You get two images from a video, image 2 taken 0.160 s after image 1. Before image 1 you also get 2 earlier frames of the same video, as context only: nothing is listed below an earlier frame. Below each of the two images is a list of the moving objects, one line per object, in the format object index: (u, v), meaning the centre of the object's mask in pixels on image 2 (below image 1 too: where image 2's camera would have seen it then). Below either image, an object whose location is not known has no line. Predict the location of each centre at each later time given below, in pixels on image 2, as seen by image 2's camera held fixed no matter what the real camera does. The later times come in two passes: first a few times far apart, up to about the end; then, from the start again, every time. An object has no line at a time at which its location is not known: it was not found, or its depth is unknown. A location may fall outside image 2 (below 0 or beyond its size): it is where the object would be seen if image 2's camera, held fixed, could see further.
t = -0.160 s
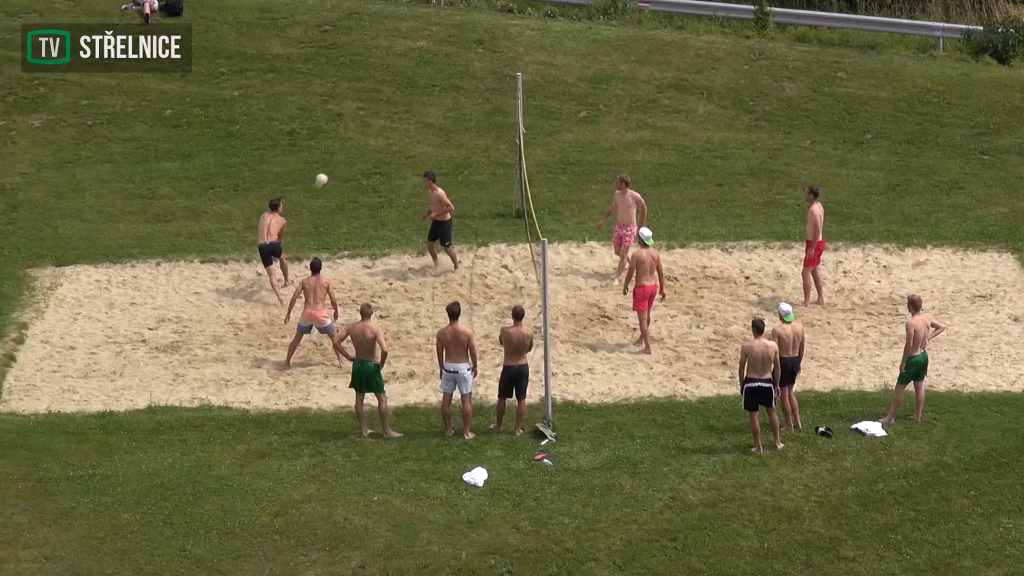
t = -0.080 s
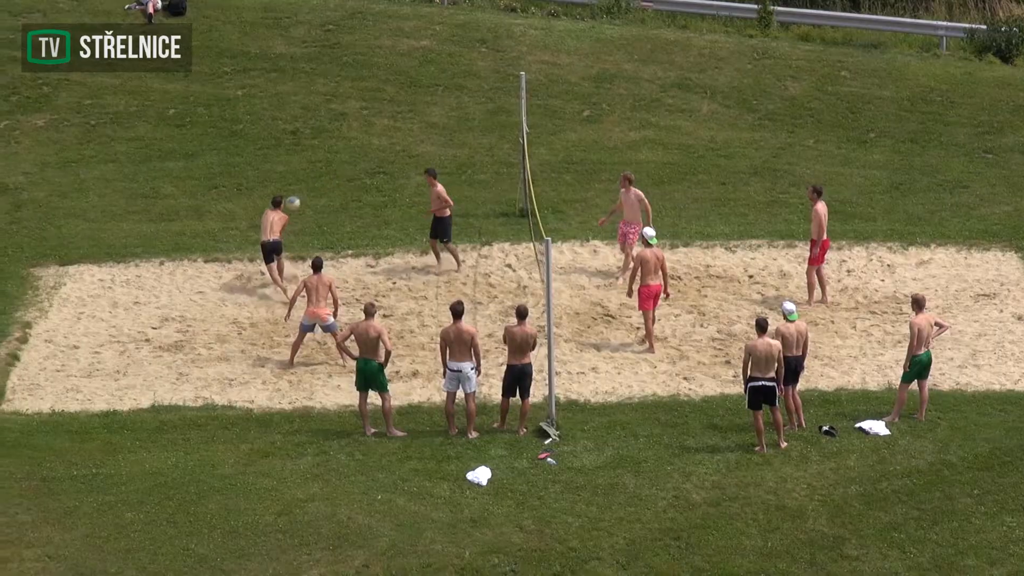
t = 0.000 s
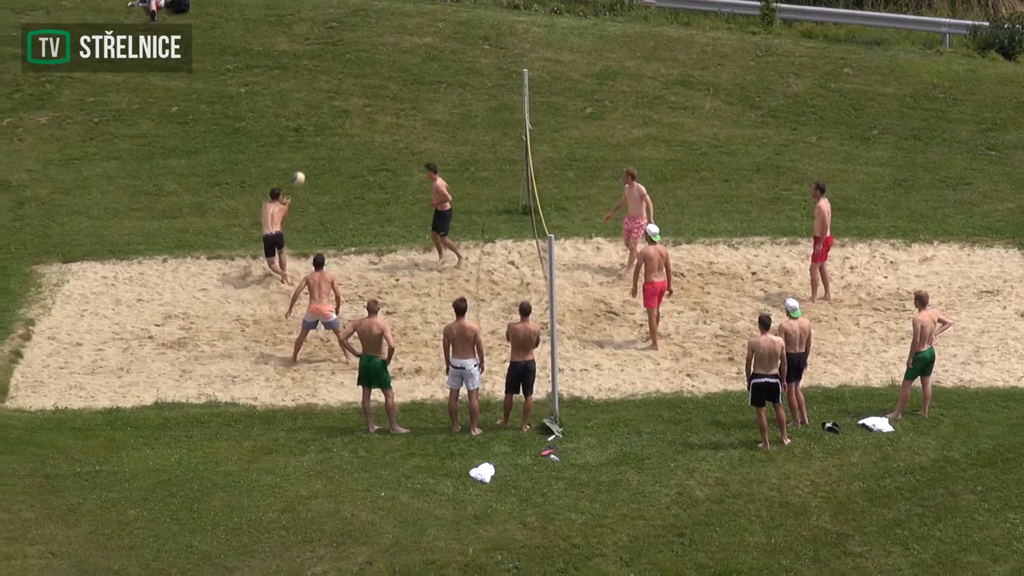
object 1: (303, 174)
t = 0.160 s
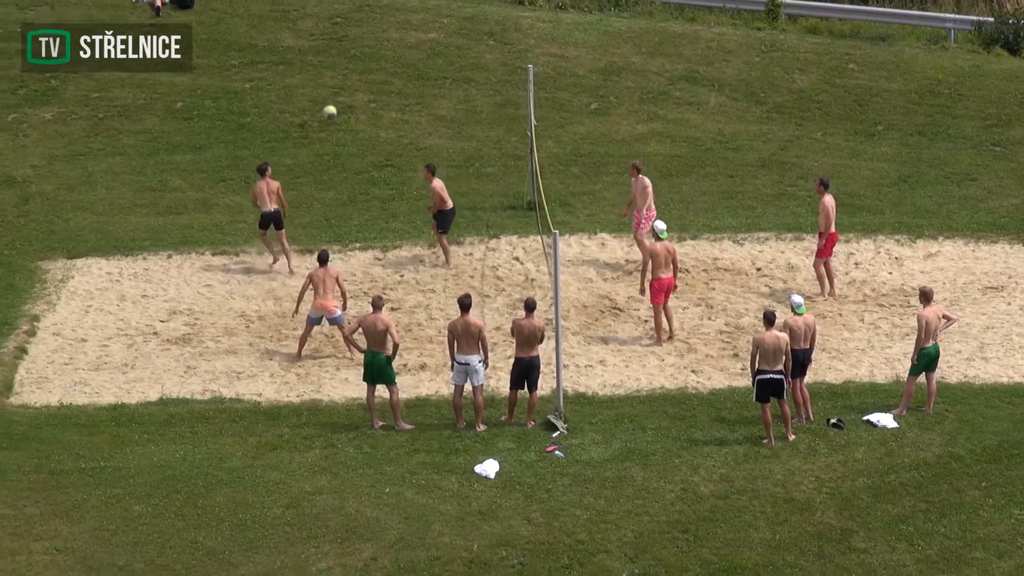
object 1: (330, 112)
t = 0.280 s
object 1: (349, 75)
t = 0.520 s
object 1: (387, 28)
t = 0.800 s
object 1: (431, 18)
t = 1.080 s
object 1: (473, 55)
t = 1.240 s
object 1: (497, 96)
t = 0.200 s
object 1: (336, 98)
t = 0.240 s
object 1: (342, 85)
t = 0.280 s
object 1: (349, 75)
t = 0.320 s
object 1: (355, 64)
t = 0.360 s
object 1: (362, 55)
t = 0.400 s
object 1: (368, 47)
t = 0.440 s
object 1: (375, 40)
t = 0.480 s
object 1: (381, 35)
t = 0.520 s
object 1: (387, 28)
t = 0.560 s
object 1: (394, 24)
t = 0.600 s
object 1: (400, 20)
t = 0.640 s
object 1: (406, 18)
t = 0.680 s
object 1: (412, 16)
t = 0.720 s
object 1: (419, 16)
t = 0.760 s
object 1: (425, 17)
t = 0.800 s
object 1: (431, 18)
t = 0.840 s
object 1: (437, 19)
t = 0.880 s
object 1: (443, 23)
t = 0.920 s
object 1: (449, 27)
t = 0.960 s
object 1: (455, 32)
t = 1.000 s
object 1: (462, 39)
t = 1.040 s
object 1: (468, 47)
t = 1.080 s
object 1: (473, 55)
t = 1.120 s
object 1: (479, 64)
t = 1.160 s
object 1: (486, 73)
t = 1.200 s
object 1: (492, 84)
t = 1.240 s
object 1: (497, 96)
